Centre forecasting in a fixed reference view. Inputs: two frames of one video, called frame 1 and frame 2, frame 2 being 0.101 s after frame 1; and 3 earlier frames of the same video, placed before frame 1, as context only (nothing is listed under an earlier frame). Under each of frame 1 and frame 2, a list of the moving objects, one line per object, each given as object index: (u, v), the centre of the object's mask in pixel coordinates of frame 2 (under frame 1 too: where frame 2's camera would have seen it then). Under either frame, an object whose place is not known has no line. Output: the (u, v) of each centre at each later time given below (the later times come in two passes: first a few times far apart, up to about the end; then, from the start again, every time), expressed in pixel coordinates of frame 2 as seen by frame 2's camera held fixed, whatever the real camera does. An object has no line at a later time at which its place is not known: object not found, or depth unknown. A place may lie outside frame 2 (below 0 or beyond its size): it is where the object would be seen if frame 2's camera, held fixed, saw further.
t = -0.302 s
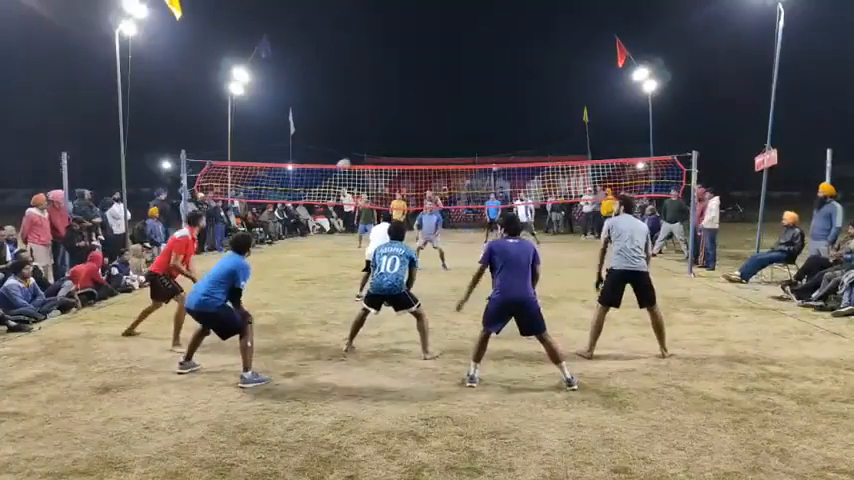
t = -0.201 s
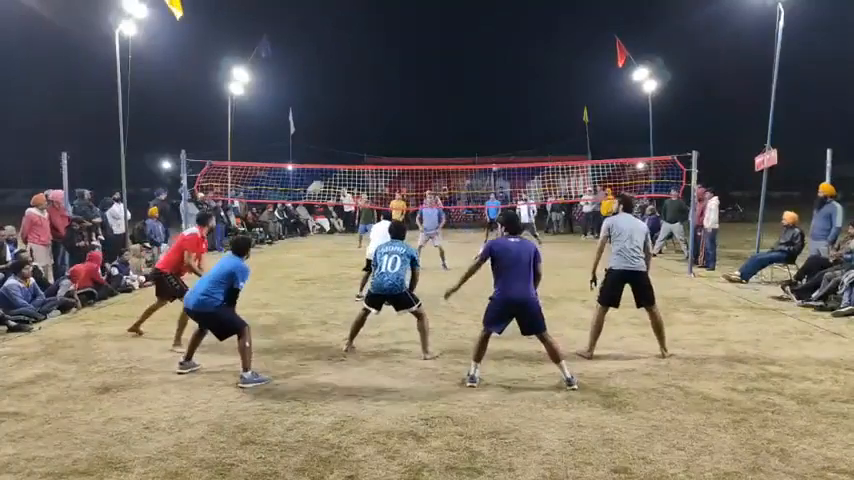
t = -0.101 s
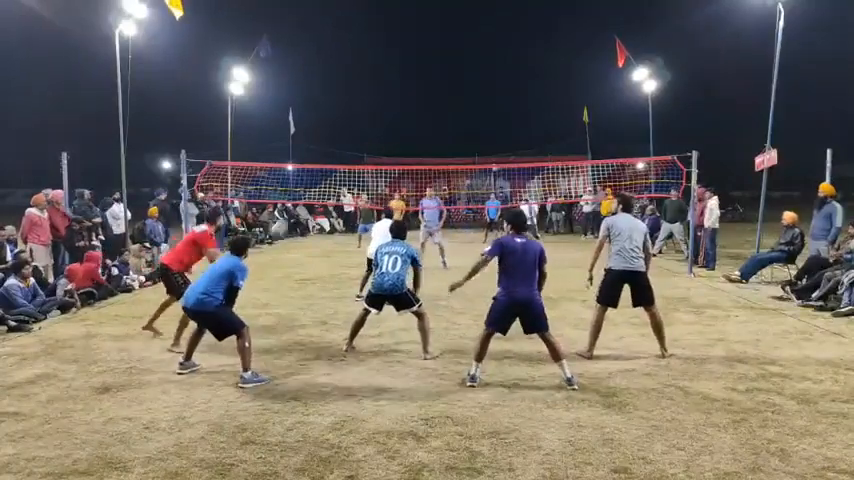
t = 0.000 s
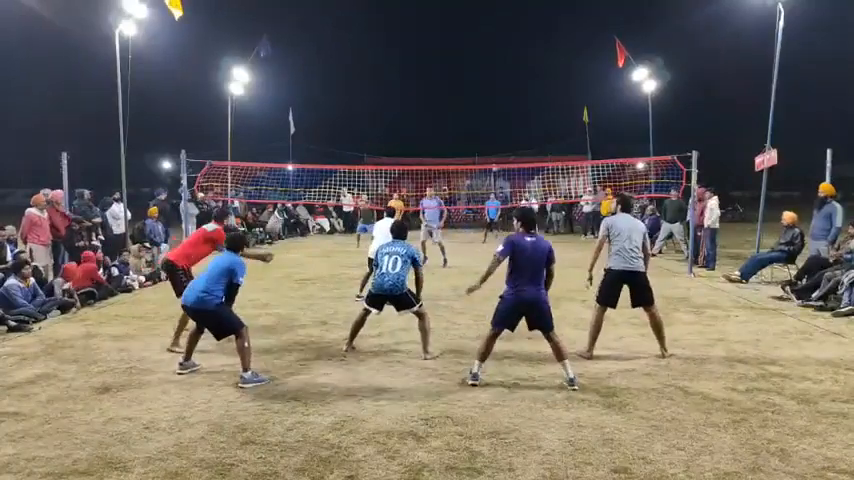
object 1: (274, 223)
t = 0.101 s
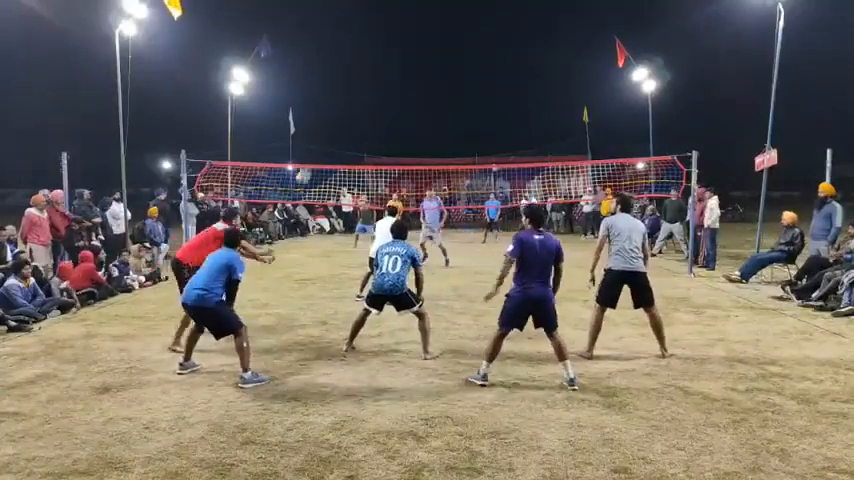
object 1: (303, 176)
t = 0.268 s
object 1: (337, 129)
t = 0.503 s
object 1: (368, 106)
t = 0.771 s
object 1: (391, 115)
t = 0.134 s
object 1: (312, 164)
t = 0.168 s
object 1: (318, 153)
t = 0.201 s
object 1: (325, 144)
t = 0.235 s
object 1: (331, 136)
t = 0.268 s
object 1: (337, 129)
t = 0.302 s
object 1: (343, 123)
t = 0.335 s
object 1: (347, 118)
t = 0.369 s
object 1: (352, 114)
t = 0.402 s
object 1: (356, 111)
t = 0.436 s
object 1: (361, 109)
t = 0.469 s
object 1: (365, 107)
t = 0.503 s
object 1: (368, 106)
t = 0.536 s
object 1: (372, 105)
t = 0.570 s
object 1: (375, 106)
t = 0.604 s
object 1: (378, 106)
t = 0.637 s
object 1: (381, 107)
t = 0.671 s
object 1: (383, 108)
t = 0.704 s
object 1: (386, 111)
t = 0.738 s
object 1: (388, 113)
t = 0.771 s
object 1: (391, 115)
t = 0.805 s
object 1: (393, 118)
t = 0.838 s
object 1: (395, 122)
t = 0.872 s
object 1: (397, 125)
